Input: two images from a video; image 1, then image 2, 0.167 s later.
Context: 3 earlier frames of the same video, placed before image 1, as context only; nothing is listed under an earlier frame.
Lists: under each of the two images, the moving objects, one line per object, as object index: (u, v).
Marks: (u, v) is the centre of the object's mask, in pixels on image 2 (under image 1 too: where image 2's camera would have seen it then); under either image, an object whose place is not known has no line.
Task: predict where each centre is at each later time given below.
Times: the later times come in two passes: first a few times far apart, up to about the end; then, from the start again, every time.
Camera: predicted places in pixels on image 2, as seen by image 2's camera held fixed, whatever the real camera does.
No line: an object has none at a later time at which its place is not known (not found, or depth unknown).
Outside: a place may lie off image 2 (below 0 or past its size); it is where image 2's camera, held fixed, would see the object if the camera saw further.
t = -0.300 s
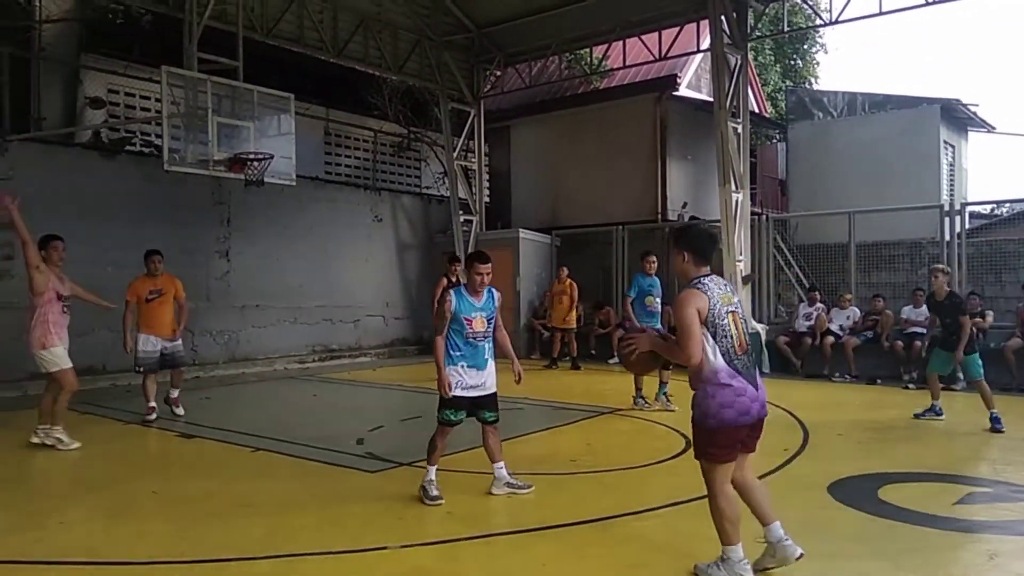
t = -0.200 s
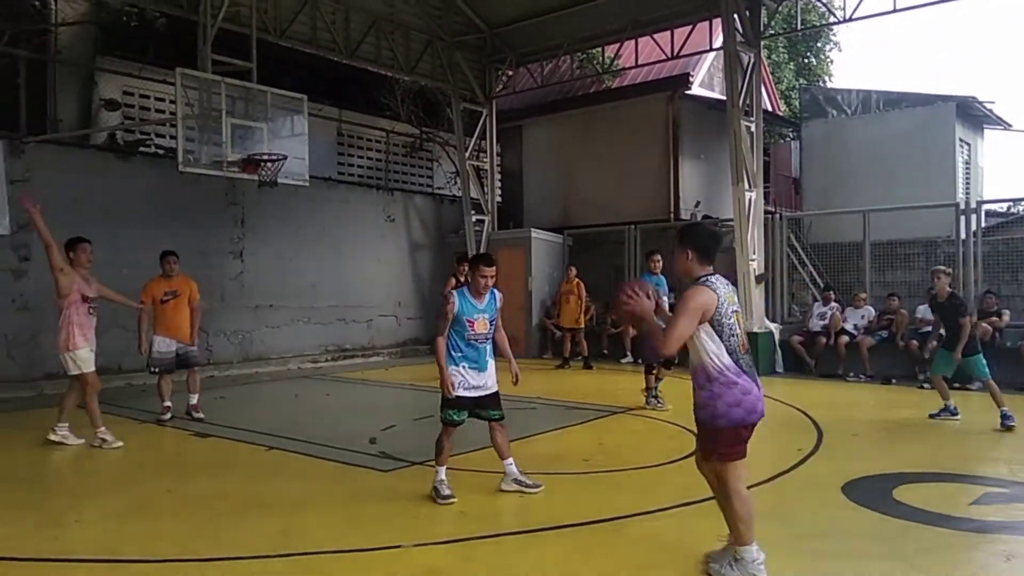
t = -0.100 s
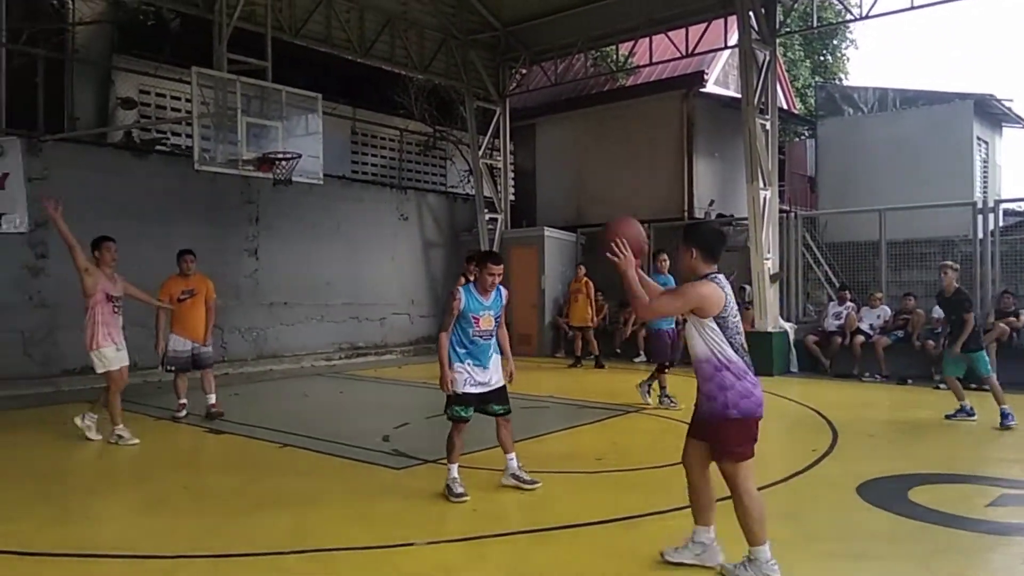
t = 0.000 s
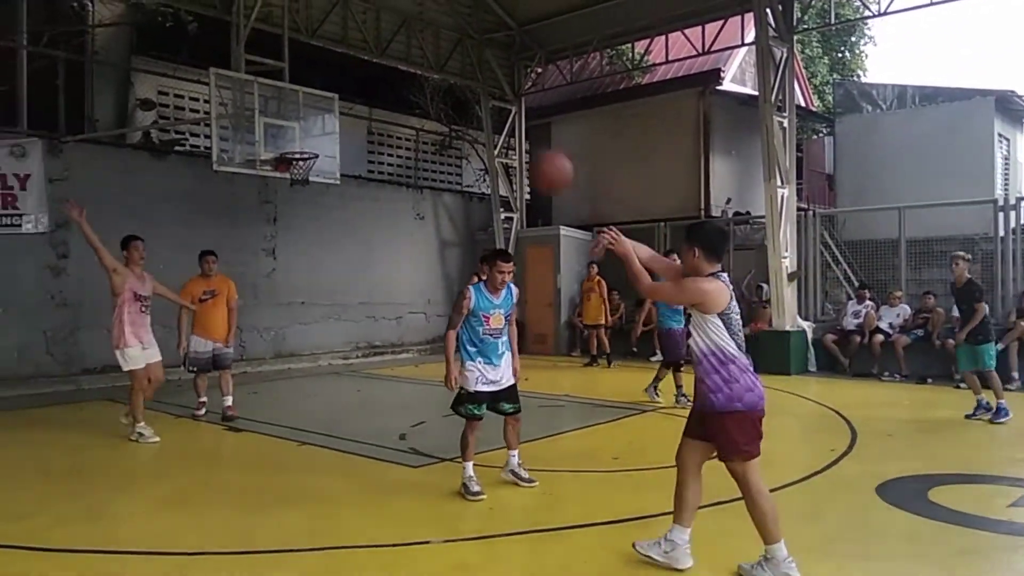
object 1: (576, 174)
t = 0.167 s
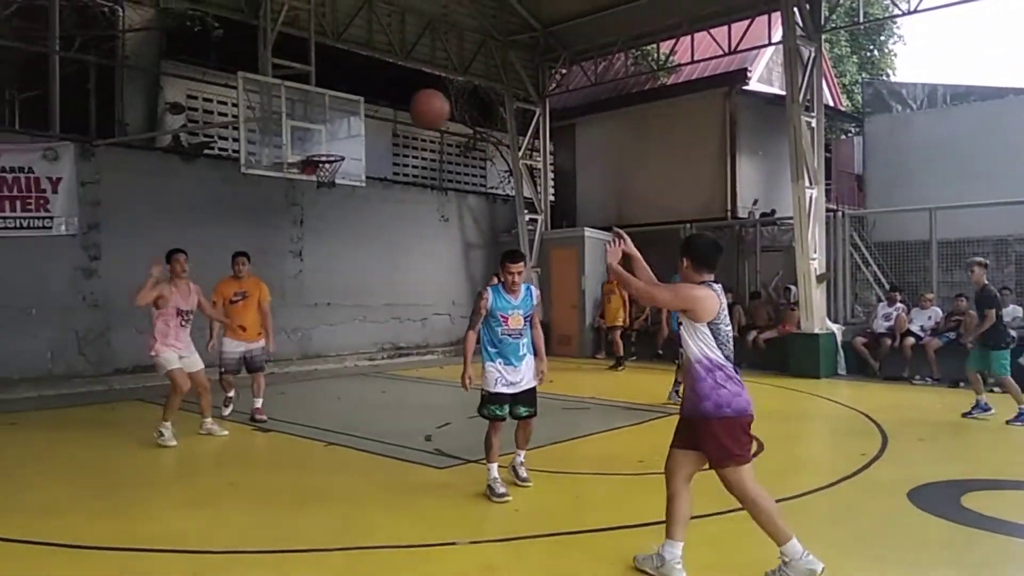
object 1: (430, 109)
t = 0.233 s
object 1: (381, 99)
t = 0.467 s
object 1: (231, 116)
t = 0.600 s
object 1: (163, 153)
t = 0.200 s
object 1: (405, 104)
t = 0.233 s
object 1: (381, 99)
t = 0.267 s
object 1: (356, 97)
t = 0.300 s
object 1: (334, 97)
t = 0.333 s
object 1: (312, 98)
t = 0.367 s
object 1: (290, 100)
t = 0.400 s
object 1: (271, 104)
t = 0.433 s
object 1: (251, 109)
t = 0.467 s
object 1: (231, 116)
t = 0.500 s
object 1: (214, 123)
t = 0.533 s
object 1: (196, 133)
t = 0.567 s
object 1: (180, 142)
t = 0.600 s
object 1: (163, 153)
